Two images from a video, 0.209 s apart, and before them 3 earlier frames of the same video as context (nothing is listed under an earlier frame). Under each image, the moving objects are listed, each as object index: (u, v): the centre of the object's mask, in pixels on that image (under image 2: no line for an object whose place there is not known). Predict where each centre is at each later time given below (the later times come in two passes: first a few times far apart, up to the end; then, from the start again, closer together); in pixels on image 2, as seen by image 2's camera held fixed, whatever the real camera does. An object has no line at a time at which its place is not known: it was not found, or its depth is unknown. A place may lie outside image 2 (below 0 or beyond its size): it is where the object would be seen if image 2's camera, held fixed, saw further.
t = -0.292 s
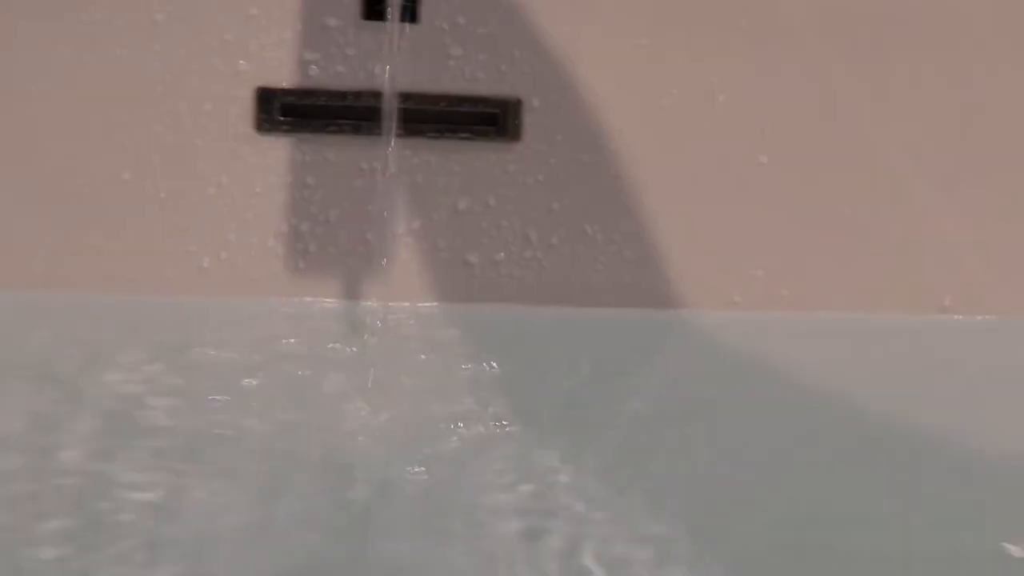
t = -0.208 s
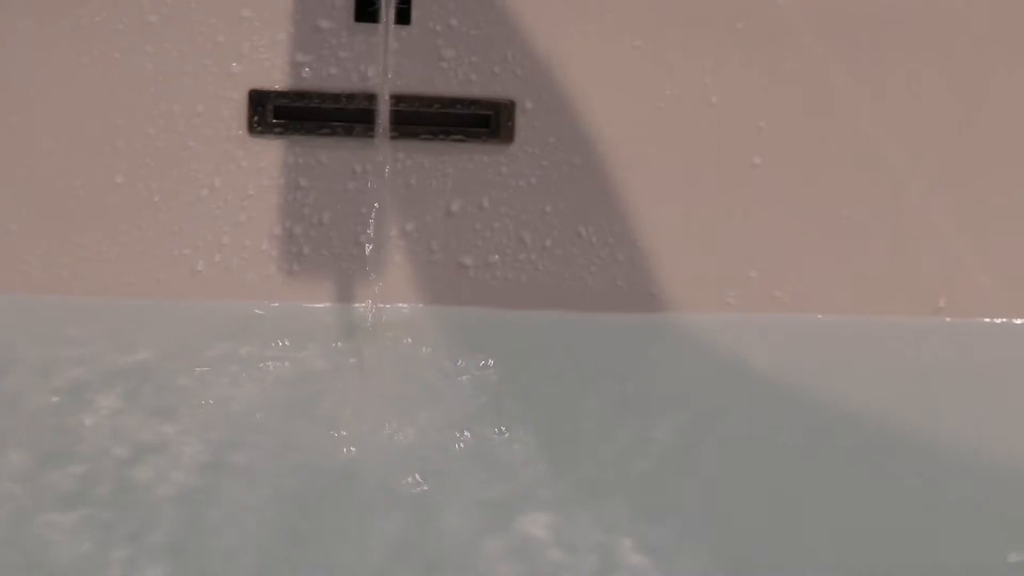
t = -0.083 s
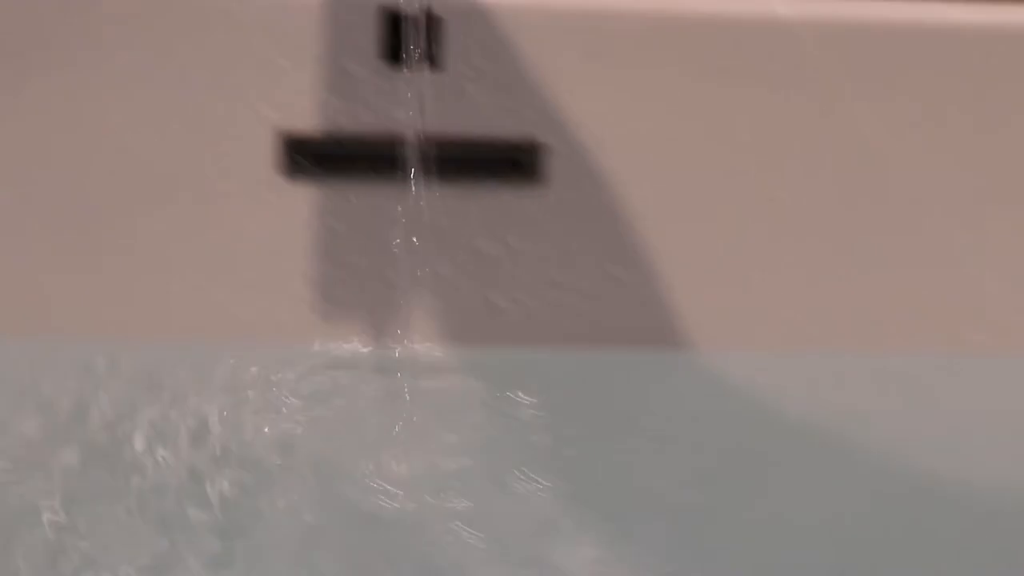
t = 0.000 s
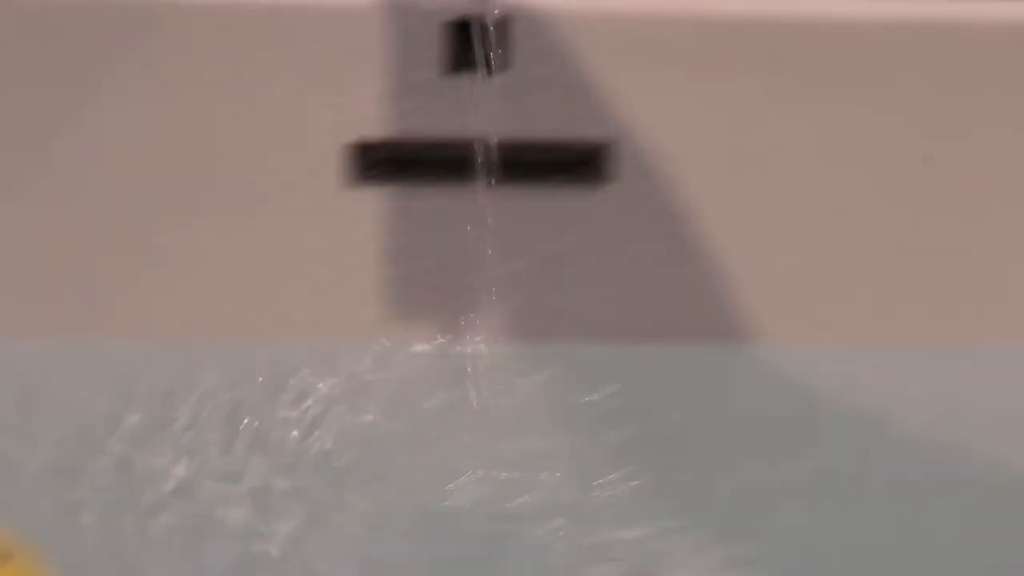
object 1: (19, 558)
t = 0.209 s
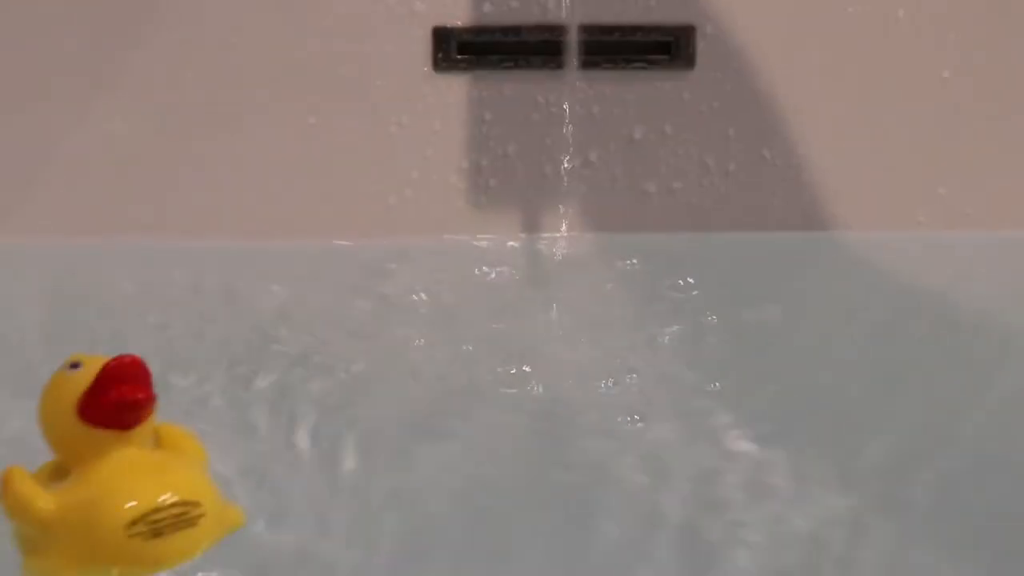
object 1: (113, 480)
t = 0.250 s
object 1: (126, 480)
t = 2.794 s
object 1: (512, 358)
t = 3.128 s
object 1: (522, 358)
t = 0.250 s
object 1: (126, 480)
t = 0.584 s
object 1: (220, 453)
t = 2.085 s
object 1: (457, 374)
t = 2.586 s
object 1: (500, 354)
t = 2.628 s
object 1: (503, 354)
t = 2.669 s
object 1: (505, 353)
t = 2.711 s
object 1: (507, 355)
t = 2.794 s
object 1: (512, 358)
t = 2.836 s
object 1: (516, 357)
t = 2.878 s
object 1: (518, 355)
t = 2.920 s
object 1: (519, 353)
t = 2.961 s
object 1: (519, 352)
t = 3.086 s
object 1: (519, 355)
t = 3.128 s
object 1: (522, 358)
